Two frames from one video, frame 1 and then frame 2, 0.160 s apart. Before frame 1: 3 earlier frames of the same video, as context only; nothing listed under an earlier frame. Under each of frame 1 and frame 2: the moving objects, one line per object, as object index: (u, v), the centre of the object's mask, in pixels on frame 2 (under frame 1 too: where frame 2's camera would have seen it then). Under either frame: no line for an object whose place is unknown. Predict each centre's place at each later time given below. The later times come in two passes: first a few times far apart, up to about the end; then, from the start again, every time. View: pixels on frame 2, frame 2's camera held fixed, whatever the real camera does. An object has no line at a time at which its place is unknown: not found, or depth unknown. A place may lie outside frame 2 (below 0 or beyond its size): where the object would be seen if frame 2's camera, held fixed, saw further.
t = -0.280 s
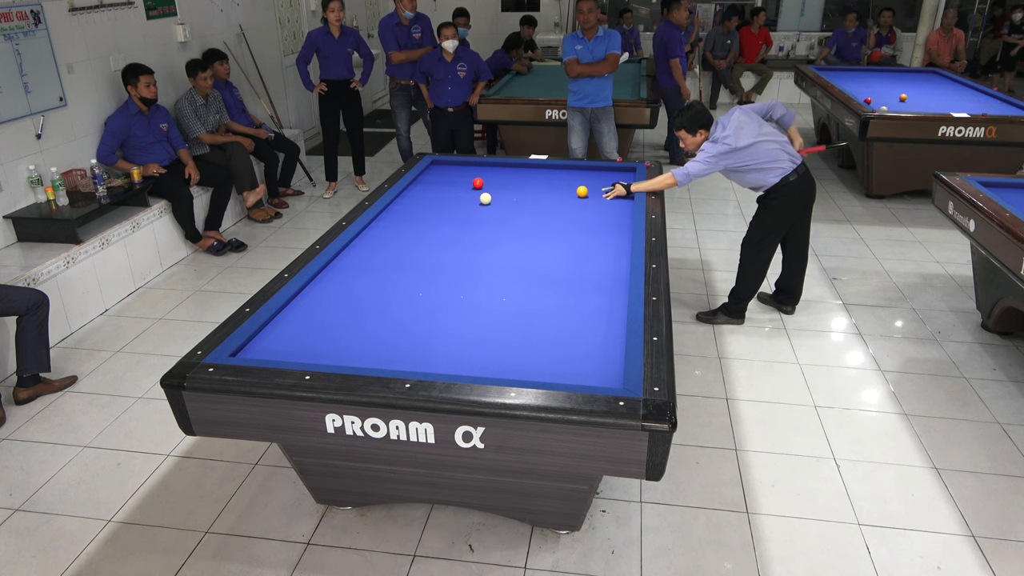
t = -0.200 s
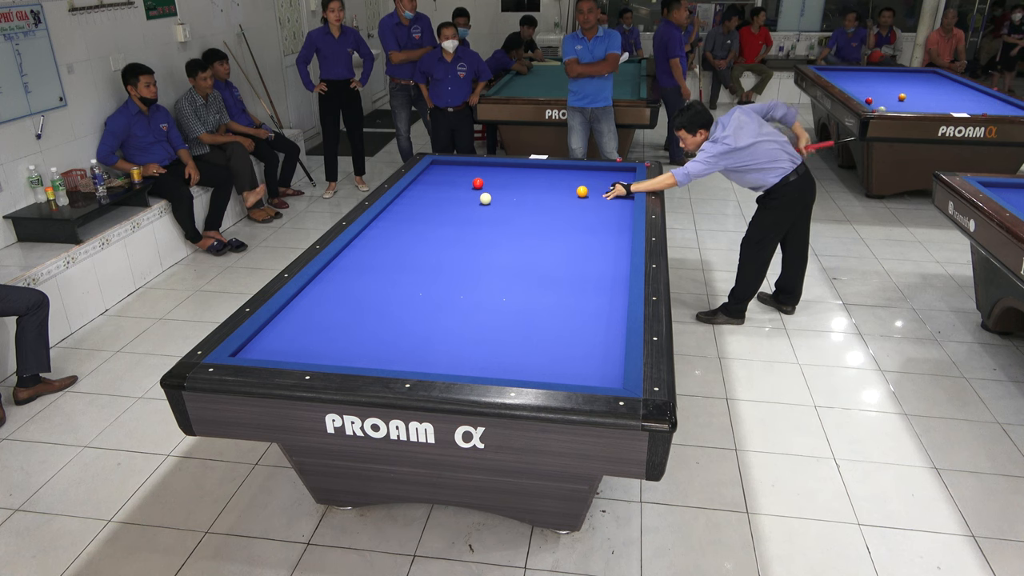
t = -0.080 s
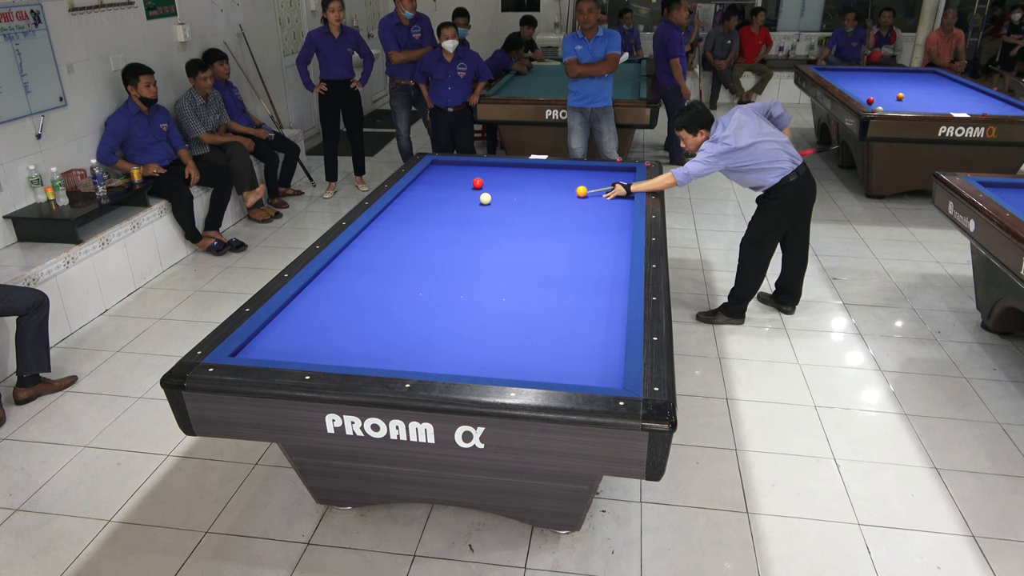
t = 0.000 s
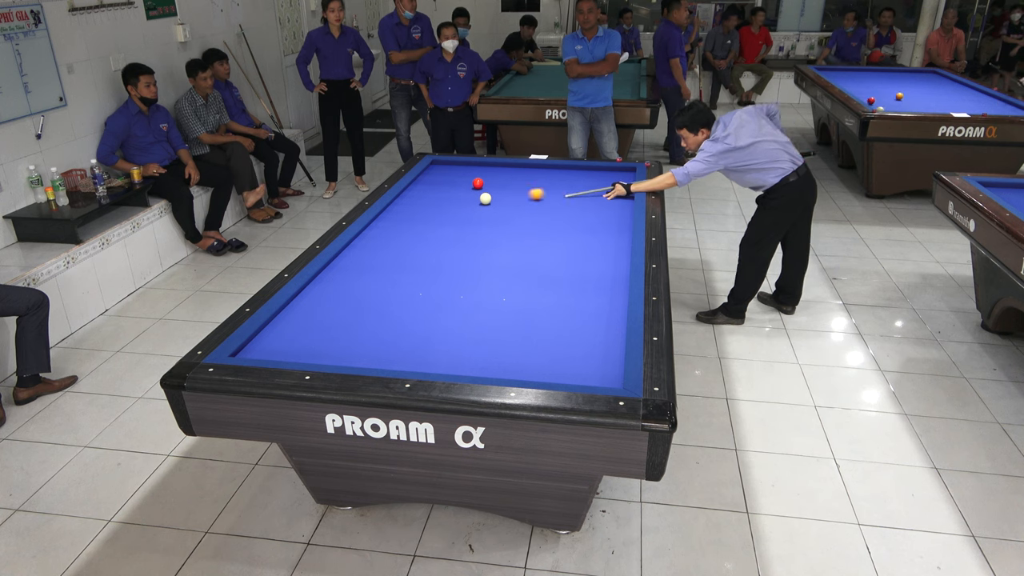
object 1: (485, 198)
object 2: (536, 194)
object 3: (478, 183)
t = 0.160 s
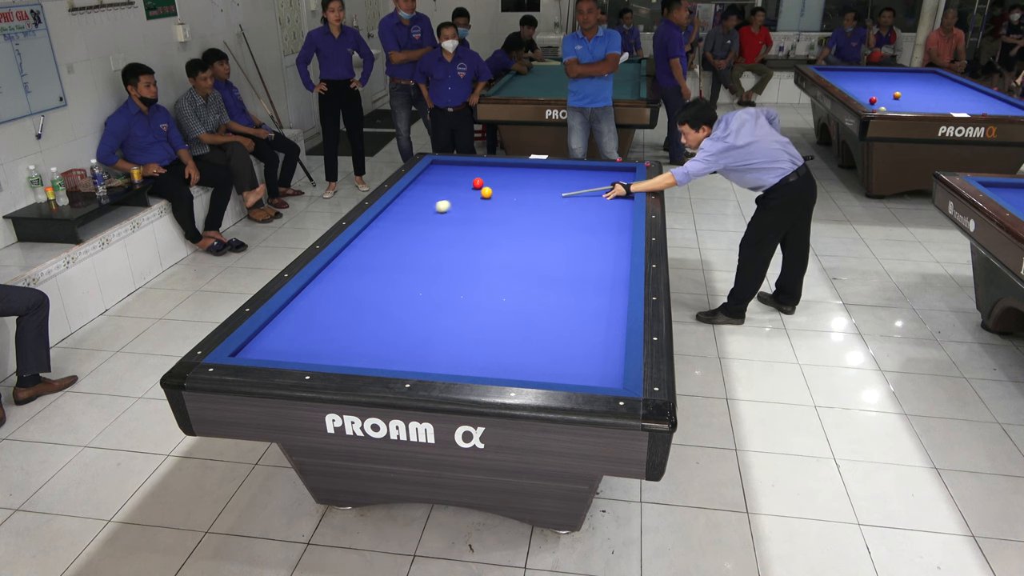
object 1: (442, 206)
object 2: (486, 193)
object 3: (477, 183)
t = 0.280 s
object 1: (385, 217)
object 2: (478, 188)
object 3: (477, 180)
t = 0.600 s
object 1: (446, 244)
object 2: (468, 185)
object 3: (479, 176)
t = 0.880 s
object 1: (503, 268)
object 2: (464, 183)
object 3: (481, 170)
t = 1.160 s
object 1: (567, 297)
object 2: (460, 181)
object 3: (482, 164)
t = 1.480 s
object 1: (590, 327)
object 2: (456, 179)
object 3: (478, 165)
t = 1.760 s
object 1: (542, 343)
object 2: (453, 178)
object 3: (474, 167)
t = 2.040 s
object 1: (495, 360)
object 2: (450, 176)
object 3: (470, 170)
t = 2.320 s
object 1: (456, 366)
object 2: (448, 175)
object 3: (466, 173)
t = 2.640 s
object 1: (432, 353)
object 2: (445, 174)
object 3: (462, 175)
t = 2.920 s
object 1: (413, 342)
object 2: (444, 174)
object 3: (459, 177)
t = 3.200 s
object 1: (395, 332)
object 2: (443, 173)
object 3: (455, 179)
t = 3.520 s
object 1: (377, 322)
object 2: (442, 173)
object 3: (452, 181)
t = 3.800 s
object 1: (363, 314)
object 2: (441, 173)
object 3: (449, 182)
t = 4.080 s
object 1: (350, 306)
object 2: (441, 173)
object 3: (447, 184)
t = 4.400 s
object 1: (336, 299)
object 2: (441, 173)
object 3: (445, 185)
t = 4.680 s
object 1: (326, 293)
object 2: (441, 173)
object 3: (443, 186)
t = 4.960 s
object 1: (316, 287)
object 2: (441, 173)
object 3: (442, 186)
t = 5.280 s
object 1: (318, 283)
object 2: (441, 173)
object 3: (440, 186)
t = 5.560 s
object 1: (326, 281)
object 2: (441, 173)
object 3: (440, 186)
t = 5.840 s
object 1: (334, 279)
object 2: (441, 173)
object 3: (440, 186)
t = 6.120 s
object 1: (340, 278)
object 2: (441, 173)
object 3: (440, 186)
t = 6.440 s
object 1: (346, 276)
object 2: (441, 173)
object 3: (440, 186)
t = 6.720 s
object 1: (350, 275)
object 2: (441, 173)
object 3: (440, 186)
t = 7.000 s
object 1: (353, 275)
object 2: (441, 173)
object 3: (440, 186)
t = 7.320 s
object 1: (355, 274)
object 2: (441, 173)
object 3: (440, 186)
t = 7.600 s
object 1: (355, 274)
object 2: (441, 173)
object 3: (440, 186)
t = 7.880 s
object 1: (355, 274)
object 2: (441, 173)
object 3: (440, 187)
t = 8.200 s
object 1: (355, 274)
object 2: (441, 173)
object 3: (440, 186)
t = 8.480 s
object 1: (355, 274)
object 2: (441, 173)
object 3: (440, 186)
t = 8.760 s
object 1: (355, 274)
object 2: (441, 173)
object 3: (440, 187)
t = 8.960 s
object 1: (355, 274)
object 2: (441, 173)
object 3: (440, 187)
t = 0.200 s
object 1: (423, 210)
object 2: (483, 191)
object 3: (477, 182)
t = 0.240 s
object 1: (404, 213)
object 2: (480, 189)
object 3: (477, 182)
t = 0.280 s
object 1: (385, 217)
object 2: (478, 188)
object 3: (477, 180)
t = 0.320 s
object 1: (382, 220)
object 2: (476, 187)
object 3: (479, 180)
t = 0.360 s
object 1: (392, 224)
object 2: (474, 186)
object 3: (479, 180)
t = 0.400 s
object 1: (402, 227)
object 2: (472, 186)
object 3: (479, 179)
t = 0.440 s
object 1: (411, 230)
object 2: (471, 186)
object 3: (479, 179)
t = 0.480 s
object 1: (420, 234)
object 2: (470, 186)
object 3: (479, 178)
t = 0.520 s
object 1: (429, 237)
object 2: (470, 185)
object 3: (479, 178)
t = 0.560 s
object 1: (438, 240)
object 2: (469, 185)
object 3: (479, 177)
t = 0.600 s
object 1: (446, 244)
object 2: (468, 185)
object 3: (479, 176)
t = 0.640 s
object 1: (454, 247)
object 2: (468, 184)
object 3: (480, 175)
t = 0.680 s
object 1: (462, 251)
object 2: (467, 184)
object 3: (480, 174)
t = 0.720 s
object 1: (470, 254)
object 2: (466, 184)
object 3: (480, 173)
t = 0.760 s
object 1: (478, 257)
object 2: (466, 183)
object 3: (480, 172)
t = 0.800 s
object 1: (486, 261)
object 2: (465, 183)
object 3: (480, 171)
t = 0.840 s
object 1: (494, 265)
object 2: (465, 183)
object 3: (480, 171)
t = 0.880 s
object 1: (503, 268)
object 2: (464, 183)
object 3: (481, 170)
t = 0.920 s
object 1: (511, 272)
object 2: (463, 182)
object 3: (481, 169)
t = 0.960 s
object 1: (520, 276)
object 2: (463, 182)
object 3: (481, 168)
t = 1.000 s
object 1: (529, 280)
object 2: (462, 182)
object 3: (481, 167)
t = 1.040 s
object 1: (538, 284)
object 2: (462, 182)
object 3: (481, 166)
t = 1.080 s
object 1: (547, 289)
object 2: (461, 181)
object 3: (481, 166)
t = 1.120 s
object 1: (557, 293)
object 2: (461, 181)
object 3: (481, 165)
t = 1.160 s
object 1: (567, 297)
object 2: (460, 181)
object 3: (482, 164)
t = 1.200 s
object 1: (577, 302)
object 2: (460, 181)
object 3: (482, 163)
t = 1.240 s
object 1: (587, 307)
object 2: (459, 180)
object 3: (482, 163)
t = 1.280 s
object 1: (598, 311)
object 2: (458, 180)
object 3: (482, 163)
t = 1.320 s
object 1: (609, 316)
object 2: (458, 180)
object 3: (480, 163)
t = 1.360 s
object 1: (618, 321)
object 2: (458, 180)
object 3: (480, 164)
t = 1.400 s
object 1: (609, 323)
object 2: (457, 179)
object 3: (479, 164)
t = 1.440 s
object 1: (599, 325)
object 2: (457, 179)
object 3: (479, 165)
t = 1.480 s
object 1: (590, 327)
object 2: (456, 179)
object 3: (478, 165)
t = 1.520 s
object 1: (582, 329)
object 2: (456, 179)
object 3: (478, 165)
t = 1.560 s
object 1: (574, 331)
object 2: (455, 179)
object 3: (477, 166)
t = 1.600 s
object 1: (567, 333)
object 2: (455, 178)
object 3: (476, 166)
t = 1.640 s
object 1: (561, 335)
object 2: (454, 178)
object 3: (476, 167)
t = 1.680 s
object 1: (554, 338)
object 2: (454, 178)
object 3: (475, 167)
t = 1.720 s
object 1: (548, 340)
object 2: (453, 178)
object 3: (474, 167)
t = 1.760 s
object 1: (542, 343)
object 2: (453, 178)
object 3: (474, 167)
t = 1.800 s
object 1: (535, 345)
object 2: (453, 177)
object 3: (473, 168)
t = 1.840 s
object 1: (529, 348)
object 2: (452, 177)
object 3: (473, 168)
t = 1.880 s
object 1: (522, 350)
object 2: (452, 177)
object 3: (472, 169)
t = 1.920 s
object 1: (515, 353)
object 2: (451, 177)
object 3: (471, 169)
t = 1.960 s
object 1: (508, 355)
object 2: (451, 177)
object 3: (471, 170)
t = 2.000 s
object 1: (502, 358)
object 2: (451, 177)
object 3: (470, 170)
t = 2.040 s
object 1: (495, 360)
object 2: (450, 176)
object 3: (470, 170)
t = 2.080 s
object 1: (488, 363)
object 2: (450, 176)
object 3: (469, 171)
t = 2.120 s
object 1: (481, 365)
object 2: (450, 176)
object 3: (469, 171)
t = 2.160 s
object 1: (474, 367)
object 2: (449, 176)
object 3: (468, 171)
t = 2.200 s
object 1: (467, 369)
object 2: (449, 176)
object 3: (467, 172)
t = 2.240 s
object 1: (461, 369)
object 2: (448, 176)
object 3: (467, 172)
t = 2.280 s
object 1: (458, 368)
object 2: (448, 176)
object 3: (466, 172)
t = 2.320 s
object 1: (456, 366)
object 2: (448, 175)
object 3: (466, 173)
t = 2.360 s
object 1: (452, 364)
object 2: (447, 175)
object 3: (465, 173)
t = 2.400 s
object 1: (450, 363)
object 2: (447, 175)
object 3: (465, 173)
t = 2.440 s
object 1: (446, 361)
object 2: (447, 175)
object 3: (464, 173)
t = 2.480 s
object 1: (443, 359)
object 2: (447, 175)
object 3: (464, 174)
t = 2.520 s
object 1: (440, 358)
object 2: (446, 175)
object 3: (463, 174)
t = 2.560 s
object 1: (437, 356)
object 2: (446, 175)
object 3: (463, 175)
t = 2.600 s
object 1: (435, 354)
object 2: (446, 175)
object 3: (463, 175)
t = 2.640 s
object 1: (432, 353)
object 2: (445, 174)
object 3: (462, 175)
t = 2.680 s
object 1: (429, 351)
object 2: (445, 174)
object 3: (461, 175)
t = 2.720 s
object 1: (426, 350)
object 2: (445, 174)
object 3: (461, 176)
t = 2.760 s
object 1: (423, 348)
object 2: (445, 174)
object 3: (460, 176)
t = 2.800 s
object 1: (421, 346)
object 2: (445, 174)
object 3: (460, 176)
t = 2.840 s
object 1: (418, 345)
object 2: (444, 174)
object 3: (459, 177)
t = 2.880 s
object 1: (415, 343)
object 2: (444, 174)
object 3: (459, 177)
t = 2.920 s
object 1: (413, 342)
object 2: (444, 174)
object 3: (459, 177)
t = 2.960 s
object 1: (410, 340)
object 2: (444, 174)
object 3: (458, 177)
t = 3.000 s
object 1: (408, 339)
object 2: (444, 174)
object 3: (458, 178)
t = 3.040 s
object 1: (405, 338)
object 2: (443, 174)
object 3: (457, 178)
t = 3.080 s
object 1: (403, 336)
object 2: (443, 174)
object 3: (456, 178)
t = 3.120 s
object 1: (400, 335)
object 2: (443, 174)
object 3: (456, 179)
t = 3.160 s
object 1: (398, 333)
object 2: (443, 173)
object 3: (456, 179)
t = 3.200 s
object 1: (395, 332)
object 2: (443, 173)
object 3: (455, 179)
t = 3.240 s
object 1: (393, 331)
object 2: (442, 173)
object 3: (455, 179)
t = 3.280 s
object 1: (391, 329)
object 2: (442, 173)
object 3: (454, 180)
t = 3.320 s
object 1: (388, 328)
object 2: (442, 173)
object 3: (454, 180)
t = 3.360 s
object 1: (386, 327)
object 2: (442, 173)
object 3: (453, 180)
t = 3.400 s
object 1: (384, 325)
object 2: (442, 173)
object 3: (453, 180)
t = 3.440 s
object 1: (382, 324)
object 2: (442, 173)
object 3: (453, 180)
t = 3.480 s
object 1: (379, 323)
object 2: (442, 173)
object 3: (453, 180)
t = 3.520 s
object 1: (377, 322)
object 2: (442, 173)
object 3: (452, 181)
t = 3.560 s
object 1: (375, 321)
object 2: (441, 173)
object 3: (452, 181)
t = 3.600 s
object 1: (373, 319)
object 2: (441, 173)
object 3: (451, 181)
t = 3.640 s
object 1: (371, 318)
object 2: (441, 173)
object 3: (451, 182)
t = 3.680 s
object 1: (369, 317)
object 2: (441, 173)
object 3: (450, 182)
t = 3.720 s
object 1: (367, 316)
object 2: (441, 173)
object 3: (450, 182)
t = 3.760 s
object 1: (365, 315)
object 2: (441, 173)
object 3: (450, 182)
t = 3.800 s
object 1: (363, 314)
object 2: (441, 173)
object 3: (449, 182)
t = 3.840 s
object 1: (361, 313)
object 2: (441, 173)
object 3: (449, 182)
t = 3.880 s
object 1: (359, 312)
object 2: (441, 173)
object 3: (448, 183)
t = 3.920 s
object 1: (357, 310)
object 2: (441, 173)
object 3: (448, 183)
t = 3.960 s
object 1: (356, 309)
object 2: (441, 173)
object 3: (448, 183)
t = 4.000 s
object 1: (354, 308)
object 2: (441, 173)
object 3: (447, 183)
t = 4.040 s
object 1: (352, 307)
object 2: (441, 173)
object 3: (447, 184)
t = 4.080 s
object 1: (350, 306)
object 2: (441, 173)
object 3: (447, 184)
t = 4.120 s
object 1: (348, 305)
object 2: (441, 173)
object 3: (447, 184)
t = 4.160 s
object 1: (346, 304)
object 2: (441, 173)
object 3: (446, 184)
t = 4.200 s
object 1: (345, 303)
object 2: (441, 173)
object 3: (446, 184)
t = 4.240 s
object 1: (343, 302)
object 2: (441, 173)
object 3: (446, 184)
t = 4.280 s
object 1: (341, 301)
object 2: (441, 173)
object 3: (446, 184)
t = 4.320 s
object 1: (340, 301)
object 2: (441, 173)
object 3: (445, 185)
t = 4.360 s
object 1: (338, 300)
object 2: (441, 173)
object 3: (445, 185)
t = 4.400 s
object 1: (336, 299)
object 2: (441, 173)
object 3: (445, 185)
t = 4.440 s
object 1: (335, 298)
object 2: (441, 173)
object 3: (445, 185)
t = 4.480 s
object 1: (333, 297)
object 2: (441, 173)
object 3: (444, 185)
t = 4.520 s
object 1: (332, 296)
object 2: (441, 173)
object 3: (444, 185)
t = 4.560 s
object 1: (330, 295)
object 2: (441, 173)
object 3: (443, 185)
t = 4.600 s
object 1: (329, 294)
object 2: (441, 173)
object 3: (443, 185)
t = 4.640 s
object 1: (328, 293)
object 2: (441, 173)
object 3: (443, 185)
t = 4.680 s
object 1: (326, 293)
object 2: (441, 173)
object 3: (443, 186)
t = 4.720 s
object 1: (325, 292)
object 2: (441, 173)
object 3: (443, 186)
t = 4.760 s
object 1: (323, 291)
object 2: (441, 173)
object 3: (443, 186)
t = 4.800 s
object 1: (322, 290)
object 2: (441, 173)
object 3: (442, 186)
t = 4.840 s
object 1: (321, 290)
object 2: (441, 173)
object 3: (442, 186)
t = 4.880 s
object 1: (319, 289)
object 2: (441, 173)
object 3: (442, 186)
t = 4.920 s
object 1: (318, 288)
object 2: (441, 173)
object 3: (442, 186)
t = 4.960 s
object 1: (316, 287)
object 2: (441, 173)
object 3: (442, 186)
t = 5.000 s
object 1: (315, 287)
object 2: (441, 173)
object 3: (442, 186)
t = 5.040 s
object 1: (314, 286)
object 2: (441, 173)
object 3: (441, 186)
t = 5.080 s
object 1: (313, 285)
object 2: (441, 173)
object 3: (441, 186)
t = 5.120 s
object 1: (312, 284)
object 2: (441, 173)
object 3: (441, 186)
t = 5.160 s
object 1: (314, 284)
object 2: (441, 173)
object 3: (441, 186)
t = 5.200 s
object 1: (315, 284)
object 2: (441, 173)
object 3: (441, 186)
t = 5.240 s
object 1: (316, 283)
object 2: (441, 173)
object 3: (440, 187)
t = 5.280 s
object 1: (318, 283)
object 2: (441, 173)
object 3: (440, 186)
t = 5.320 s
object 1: (319, 283)
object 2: (441, 173)
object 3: (440, 186)
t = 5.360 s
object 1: (320, 282)
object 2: (441, 173)
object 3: (440, 186)
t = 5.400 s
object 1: (322, 282)
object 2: (441, 173)
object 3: (440, 186)
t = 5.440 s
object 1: (323, 282)
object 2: (441, 173)
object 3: (440, 186)
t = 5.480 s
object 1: (324, 282)
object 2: (441, 173)
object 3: (440, 186)
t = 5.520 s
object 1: (325, 281)
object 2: (441, 173)
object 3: (440, 186)
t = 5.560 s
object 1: (326, 281)
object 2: (441, 173)
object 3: (440, 186)
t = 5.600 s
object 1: (328, 281)
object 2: (441, 173)
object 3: (440, 186)
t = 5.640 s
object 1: (329, 280)
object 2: (441, 173)
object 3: (440, 186)
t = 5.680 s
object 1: (330, 280)
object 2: (441, 173)
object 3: (440, 186)
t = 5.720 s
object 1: (331, 280)
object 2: (441, 173)
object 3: (440, 186)
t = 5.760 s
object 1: (332, 280)
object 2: (441, 173)
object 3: (440, 186)
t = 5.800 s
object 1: (333, 279)
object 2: (441, 173)
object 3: (440, 186)
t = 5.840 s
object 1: (334, 279)
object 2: (441, 173)
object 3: (440, 186)
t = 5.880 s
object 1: (335, 279)
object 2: (441, 173)
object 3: (440, 186)
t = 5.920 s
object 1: (336, 279)
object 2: (441, 173)
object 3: (440, 186)
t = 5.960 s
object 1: (336, 278)
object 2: (441, 173)
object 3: (440, 186)
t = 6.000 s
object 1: (337, 278)
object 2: (441, 173)
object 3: (440, 186)
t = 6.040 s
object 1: (338, 278)
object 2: (441, 173)
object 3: (440, 186)
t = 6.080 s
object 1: (339, 278)
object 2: (441, 173)
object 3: (440, 186)
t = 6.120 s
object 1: (340, 278)
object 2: (441, 173)
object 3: (440, 186)
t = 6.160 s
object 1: (341, 277)
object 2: (441, 173)
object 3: (440, 186)
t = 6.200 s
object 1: (342, 277)
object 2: (441, 173)
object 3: (440, 186)
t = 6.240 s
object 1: (342, 277)
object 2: (441, 173)
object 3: (440, 186)
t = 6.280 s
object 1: (343, 277)
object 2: (441, 173)
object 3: (440, 186)
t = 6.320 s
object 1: (344, 277)
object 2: (441, 173)
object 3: (440, 186)
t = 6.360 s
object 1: (345, 277)
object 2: (441, 173)
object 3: (440, 186)
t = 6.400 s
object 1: (345, 276)
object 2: (441, 173)
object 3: (440, 186)
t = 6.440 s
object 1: (346, 276)
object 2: (441, 173)
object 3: (440, 186)
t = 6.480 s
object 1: (347, 276)
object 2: (441, 173)
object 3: (440, 186)
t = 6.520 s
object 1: (347, 276)
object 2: (441, 173)
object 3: (440, 186)
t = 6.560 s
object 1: (348, 276)
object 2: (441, 173)
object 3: (440, 186)
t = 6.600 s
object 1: (348, 276)
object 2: (441, 173)
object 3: (440, 186)
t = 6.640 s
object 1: (349, 276)
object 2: (441, 173)
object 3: (440, 187)
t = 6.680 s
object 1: (349, 275)
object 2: (441, 173)
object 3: (440, 186)
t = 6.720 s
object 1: (350, 275)
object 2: (441, 173)
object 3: (440, 186)
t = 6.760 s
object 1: (351, 275)
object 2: (441, 173)
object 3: (440, 186)
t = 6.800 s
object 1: (351, 275)
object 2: (441, 173)
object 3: (440, 186)
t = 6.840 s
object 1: (351, 275)
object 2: (441, 173)
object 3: (440, 186)
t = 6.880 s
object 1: (352, 275)
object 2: (441, 173)
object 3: (440, 186)
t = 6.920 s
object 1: (352, 275)
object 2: (441, 173)
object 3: (440, 186)
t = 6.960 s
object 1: (352, 275)
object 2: (441, 173)
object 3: (440, 186)
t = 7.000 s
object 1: (353, 275)
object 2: (441, 173)
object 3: (440, 186)
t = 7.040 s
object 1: (353, 274)
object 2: (441, 173)
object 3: (440, 186)
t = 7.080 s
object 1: (353, 274)
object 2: (441, 173)
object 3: (440, 186)
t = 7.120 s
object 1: (354, 274)
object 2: (441, 173)
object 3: (440, 186)
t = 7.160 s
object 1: (354, 274)
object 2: (441, 173)
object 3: (440, 186)
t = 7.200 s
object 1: (354, 274)
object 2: (441, 173)
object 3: (440, 187)
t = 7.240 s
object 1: (354, 274)
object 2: (441, 173)
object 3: (440, 186)
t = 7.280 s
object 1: (355, 274)
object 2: (441, 173)
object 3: (440, 186)
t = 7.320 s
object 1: (355, 274)
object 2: (441, 173)
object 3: (440, 186)
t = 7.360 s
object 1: (355, 274)
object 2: (441, 173)
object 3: (440, 186)
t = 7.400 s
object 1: (355, 274)
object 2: (441, 173)
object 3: (440, 186)
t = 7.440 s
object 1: (355, 274)
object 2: (441, 173)
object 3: (440, 186)
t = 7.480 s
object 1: (355, 274)
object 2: (441, 173)
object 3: (440, 186)
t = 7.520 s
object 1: (355, 274)
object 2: (441, 173)
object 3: (440, 186)
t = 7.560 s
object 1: (355, 274)
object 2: (441, 173)
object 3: (440, 187)
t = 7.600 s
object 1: (355, 274)
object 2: (441, 173)
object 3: (440, 186)
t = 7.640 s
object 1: (355, 274)
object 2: (441, 173)
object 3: (440, 186)
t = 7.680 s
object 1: (355, 274)
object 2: (441, 173)
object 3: (440, 186)
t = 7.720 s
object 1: (355, 274)
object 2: (441, 173)
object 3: (440, 187)
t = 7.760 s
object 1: (355, 274)
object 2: (441, 173)
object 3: (440, 186)
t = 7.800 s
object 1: (355, 274)
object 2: (441, 173)
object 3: (440, 187)
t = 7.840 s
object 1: (355, 274)
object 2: (441, 173)
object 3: (440, 187)
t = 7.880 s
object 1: (355, 274)
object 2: (441, 173)
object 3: (440, 187)
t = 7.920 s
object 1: (355, 274)
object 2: (441, 173)
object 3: (440, 186)
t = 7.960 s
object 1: (355, 274)
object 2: (441, 173)
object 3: (440, 186)
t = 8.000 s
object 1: (355, 274)
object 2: (441, 173)
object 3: (440, 186)
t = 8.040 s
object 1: (355, 274)
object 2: (441, 173)
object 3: (440, 186)
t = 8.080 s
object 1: (355, 274)
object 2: (441, 173)
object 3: (440, 186)
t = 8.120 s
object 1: (355, 274)
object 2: (441, 173)
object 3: (440, 186)
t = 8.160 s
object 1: (355, 274)
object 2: (441, 173)
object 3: (440, 186)
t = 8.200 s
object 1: (355, 274)
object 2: (441, 173)
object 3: (440, 186)
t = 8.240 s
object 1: (355, 274)
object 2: (441, 173)
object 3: (440, 187)
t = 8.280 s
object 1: (355, 274)
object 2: (441, 173)
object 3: (440, 186)
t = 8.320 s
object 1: (355, 274)
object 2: (441, 173)
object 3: (440, 186)
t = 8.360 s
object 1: (355, 274)
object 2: (441, 173)
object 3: (440, 186)
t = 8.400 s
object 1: (355, 274)
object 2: (441, 173)
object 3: (440, 186)
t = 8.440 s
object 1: (355, 274)
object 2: (441, 173)
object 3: (440, 186)
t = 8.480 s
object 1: (355, 274)
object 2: (441, 173)
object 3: (440, 186)
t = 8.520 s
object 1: (355, 274)
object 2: (441, 173)
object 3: (440, 186)
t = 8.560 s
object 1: (355, 274)
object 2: (441, 173)
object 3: (440, 187)
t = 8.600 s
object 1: (355, 274)
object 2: (441, 173)
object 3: (440, 187)
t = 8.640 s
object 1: (355, 274)
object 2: (441, 173)
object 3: (440, 187)
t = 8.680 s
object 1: (355, 274)
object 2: (441, 173)
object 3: (440, 187)
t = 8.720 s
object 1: (355, 274)
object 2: (441, 173)
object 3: (440, 187)
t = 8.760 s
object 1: (355, 274)
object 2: (441, 173)
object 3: (440, 187)
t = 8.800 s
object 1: (355, 274)
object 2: (441, 173)
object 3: (440, 187)
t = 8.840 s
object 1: (355, 274)
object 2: (441, 173)
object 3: (440, 187)
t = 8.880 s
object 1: (355, 274)
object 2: (441, 173)
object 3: (440, 187)
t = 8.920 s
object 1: (355, 274)
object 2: (441, 173)
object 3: (440, 187)
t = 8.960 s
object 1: (355, 274)
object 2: (441, 173)
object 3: (440, 187)
